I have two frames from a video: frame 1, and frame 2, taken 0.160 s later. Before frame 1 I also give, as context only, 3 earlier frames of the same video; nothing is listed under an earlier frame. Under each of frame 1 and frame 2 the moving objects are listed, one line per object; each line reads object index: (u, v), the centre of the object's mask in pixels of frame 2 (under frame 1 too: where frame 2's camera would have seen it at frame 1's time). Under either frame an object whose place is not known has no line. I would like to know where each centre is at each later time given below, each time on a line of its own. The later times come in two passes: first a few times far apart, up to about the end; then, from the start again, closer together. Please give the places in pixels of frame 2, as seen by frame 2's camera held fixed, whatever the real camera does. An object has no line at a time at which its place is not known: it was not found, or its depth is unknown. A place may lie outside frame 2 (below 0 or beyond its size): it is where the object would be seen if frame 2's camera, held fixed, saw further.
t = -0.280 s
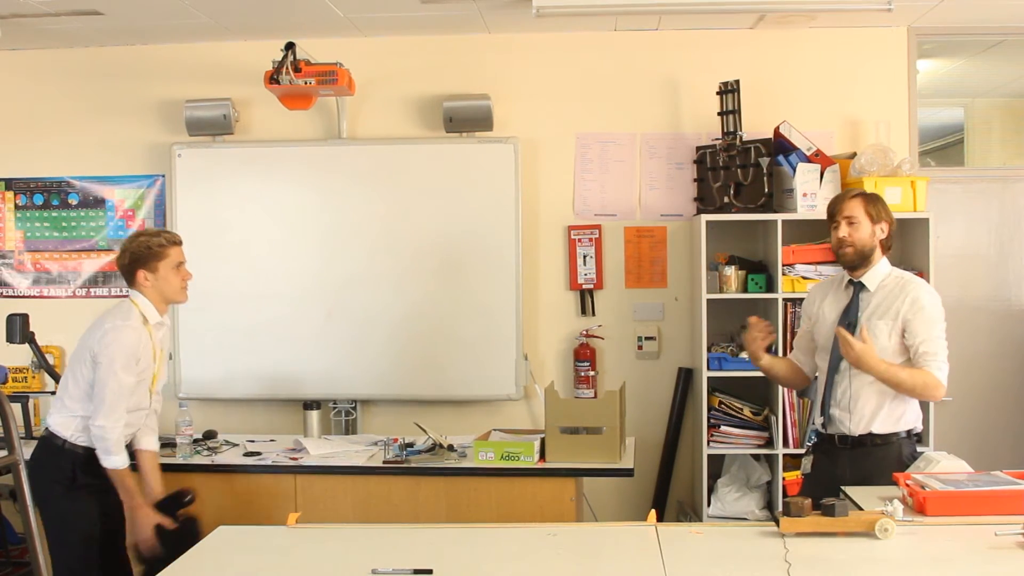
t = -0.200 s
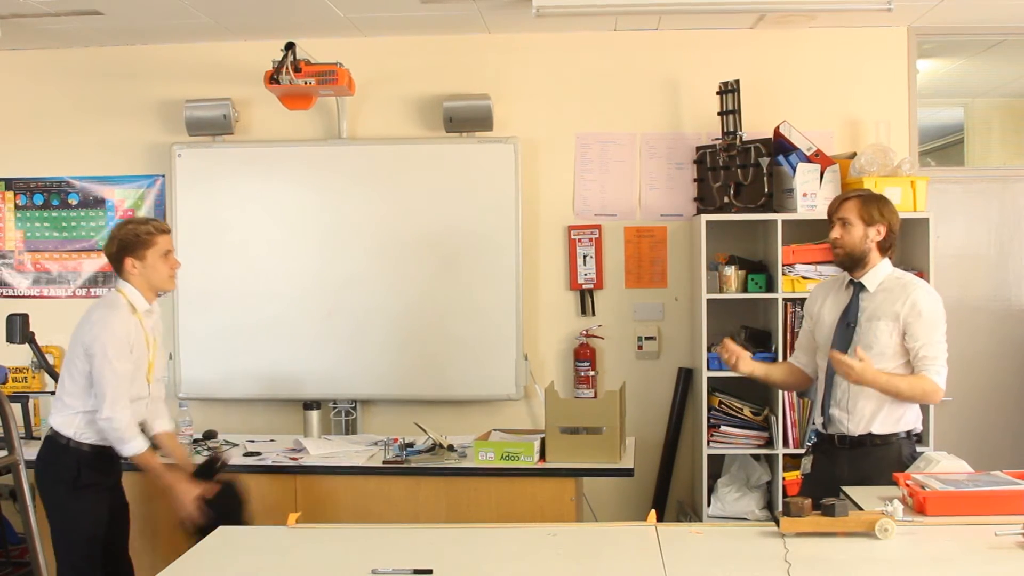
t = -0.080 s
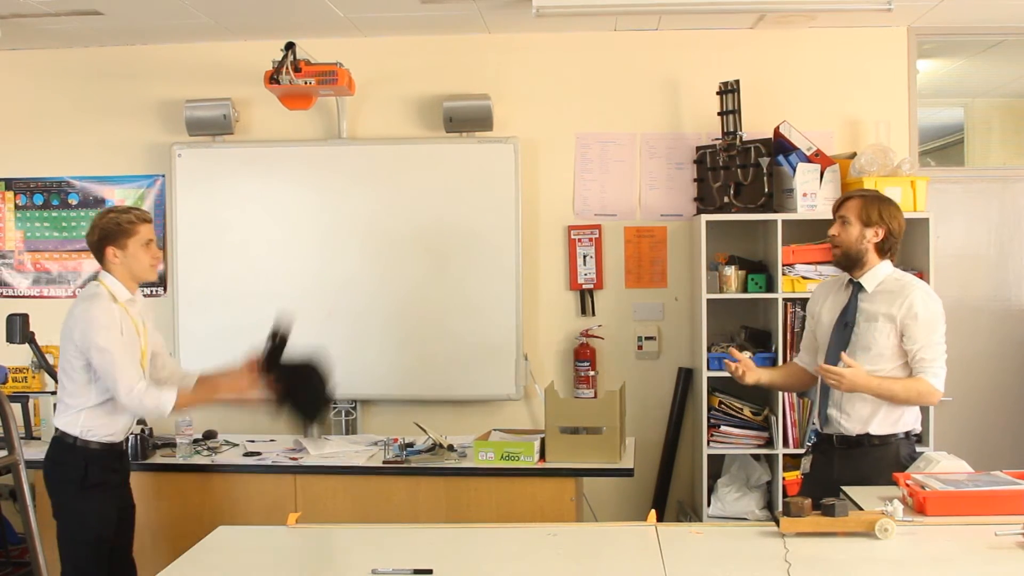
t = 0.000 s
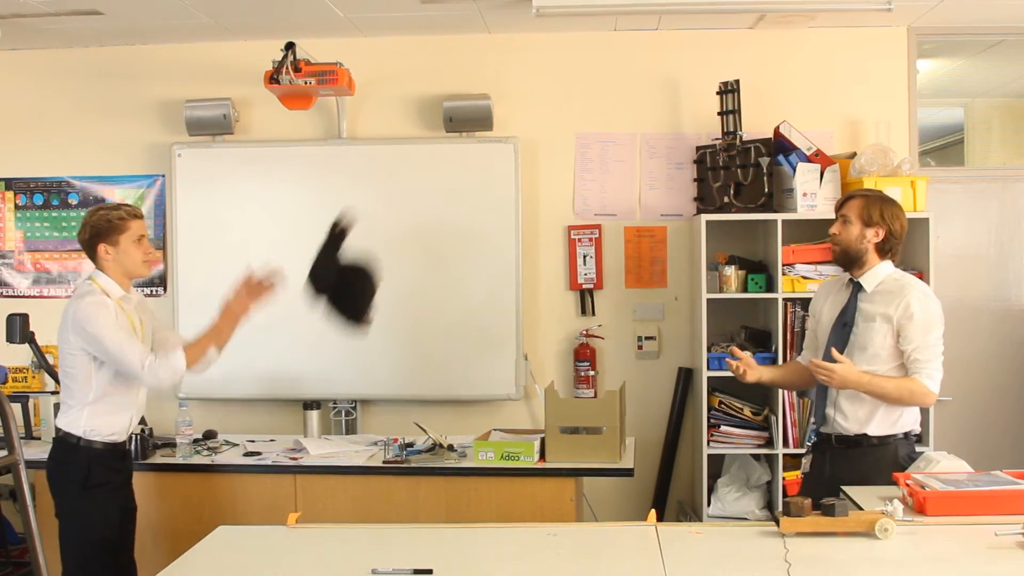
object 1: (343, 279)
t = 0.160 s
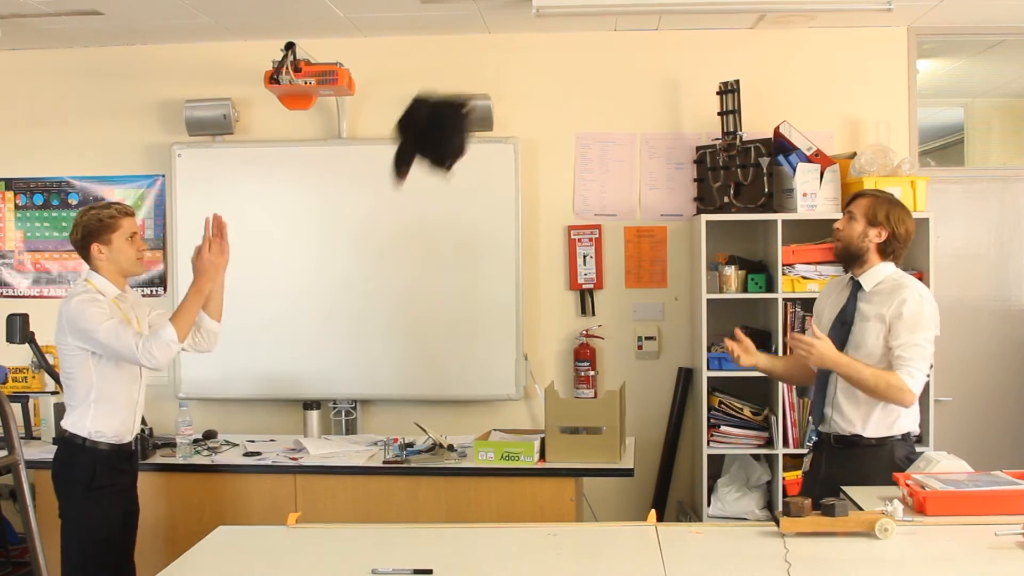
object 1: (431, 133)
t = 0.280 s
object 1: (499, 71)
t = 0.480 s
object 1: (610, 61)
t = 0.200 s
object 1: (454, 108)
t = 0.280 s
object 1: (499, 71)
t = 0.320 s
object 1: (522, 59)
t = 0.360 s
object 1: (544, 52)
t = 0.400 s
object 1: (566, 51)
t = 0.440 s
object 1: (588, 53)
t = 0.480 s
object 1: (610, 61)
